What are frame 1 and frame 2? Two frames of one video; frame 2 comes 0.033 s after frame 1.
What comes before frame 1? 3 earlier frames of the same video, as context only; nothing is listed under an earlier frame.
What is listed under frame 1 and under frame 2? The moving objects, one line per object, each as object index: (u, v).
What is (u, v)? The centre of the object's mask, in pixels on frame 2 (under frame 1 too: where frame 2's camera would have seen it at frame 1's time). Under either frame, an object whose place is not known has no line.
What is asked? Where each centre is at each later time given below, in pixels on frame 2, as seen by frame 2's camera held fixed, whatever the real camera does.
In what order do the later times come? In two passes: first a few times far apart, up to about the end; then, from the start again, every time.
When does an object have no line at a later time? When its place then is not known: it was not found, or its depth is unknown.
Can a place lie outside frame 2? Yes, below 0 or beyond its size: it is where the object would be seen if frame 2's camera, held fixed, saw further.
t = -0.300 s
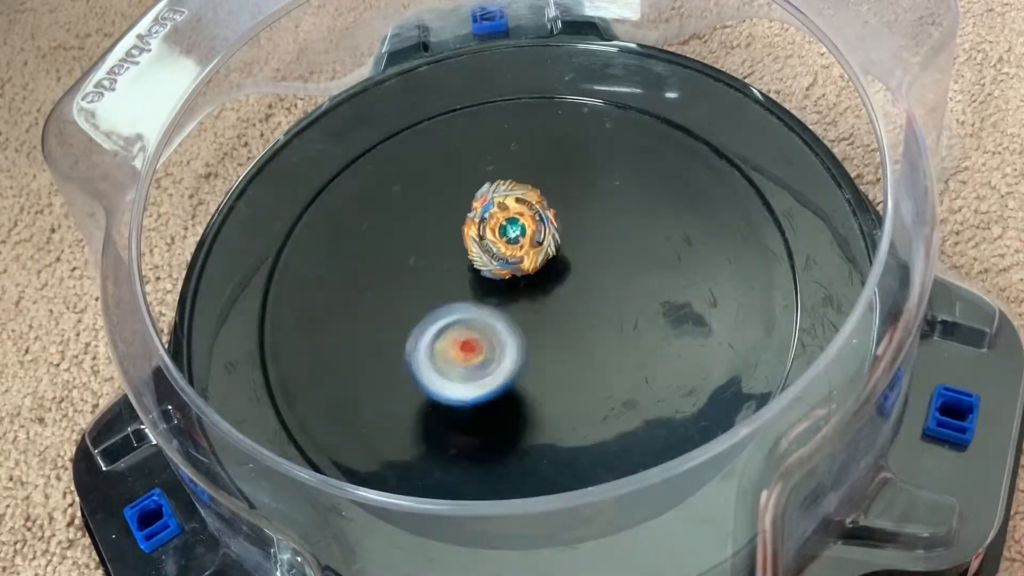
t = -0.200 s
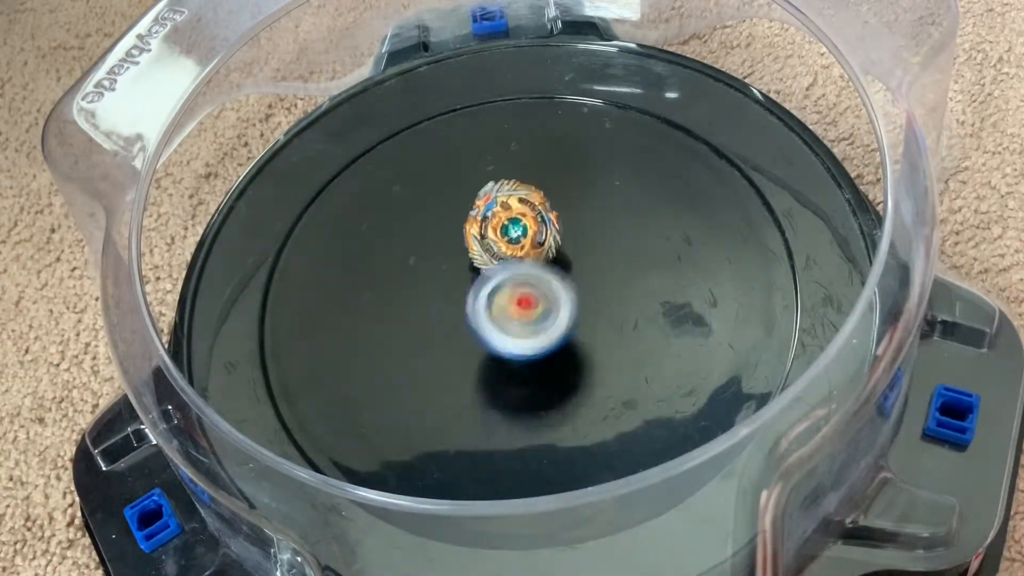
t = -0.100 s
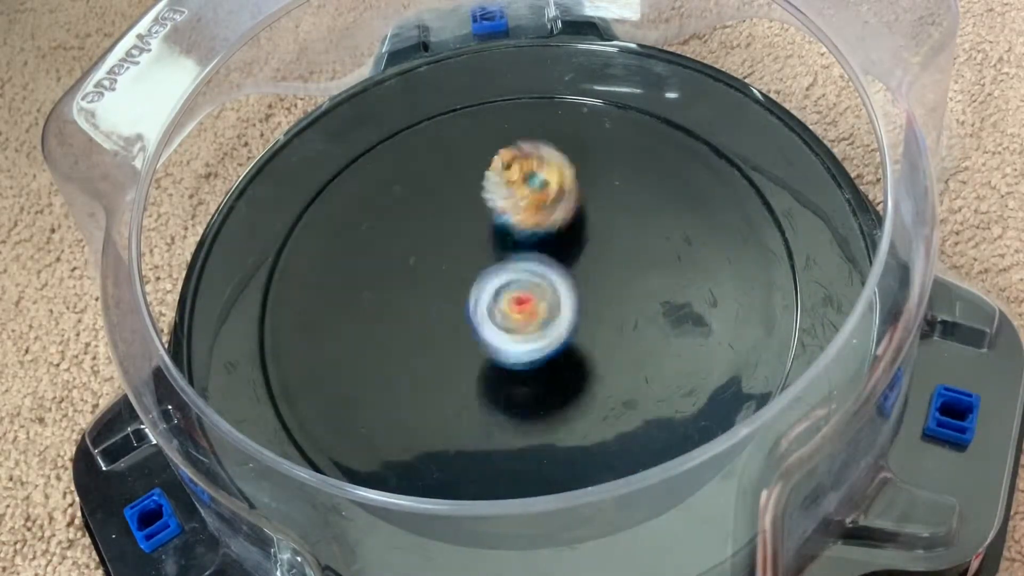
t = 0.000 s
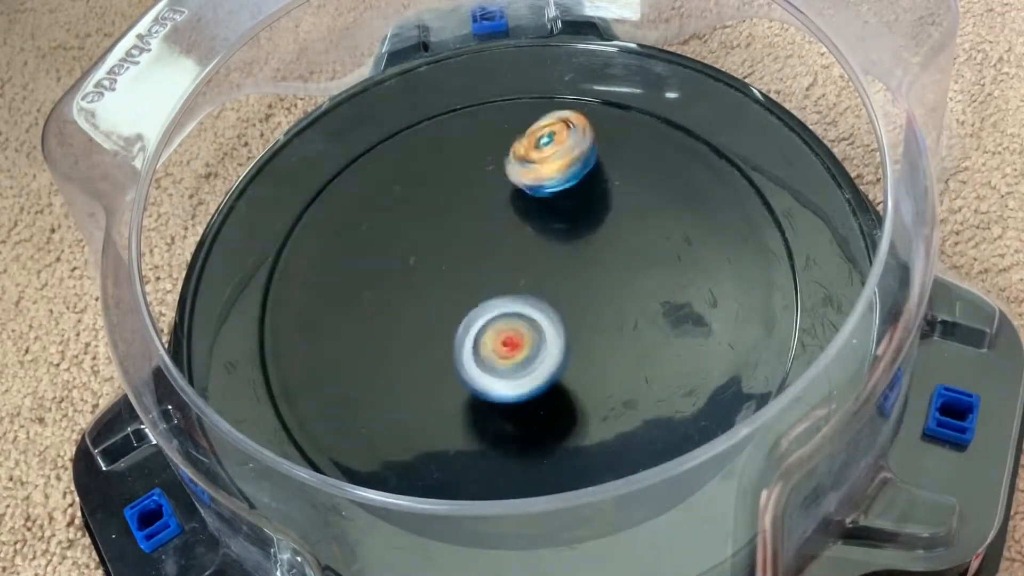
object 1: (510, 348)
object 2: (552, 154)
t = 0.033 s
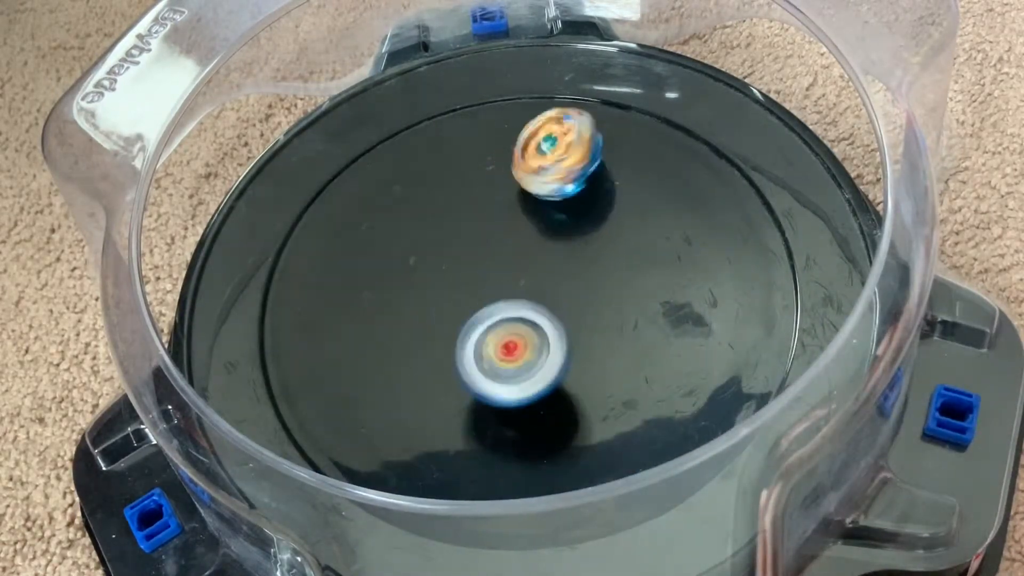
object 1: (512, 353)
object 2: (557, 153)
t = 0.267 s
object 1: (598, 343)
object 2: (547, 214)
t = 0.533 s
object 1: (580, 243)
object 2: (475, 270)
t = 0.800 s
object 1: (596, 230)
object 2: (416, 243)
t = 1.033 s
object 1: (559, 273)
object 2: (441, 245)
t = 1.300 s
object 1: (561, 332)
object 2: (436, 256)
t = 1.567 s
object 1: (538, 314)
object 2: (439, 255)
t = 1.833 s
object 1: (484, 326)
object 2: (436, 247)
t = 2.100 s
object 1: (547, 306)
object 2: (457, 249)
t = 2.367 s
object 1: (548, 256)
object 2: (455, 237)
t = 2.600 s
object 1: (551, 252)
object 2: (457, 242)
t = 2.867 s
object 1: (545, 282)
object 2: (449, 259)
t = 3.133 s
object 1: (548, 292)
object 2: (458, 253)
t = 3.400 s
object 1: (524, 292)
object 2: (451, 254)
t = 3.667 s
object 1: (556, 318)
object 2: (466, 258)
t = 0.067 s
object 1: (517, 355)
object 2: (560, 156)
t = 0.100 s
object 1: (526, 357)
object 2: (560, 164)
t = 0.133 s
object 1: (537, 357)
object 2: (563, 173)
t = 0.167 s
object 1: (552, 357)
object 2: (562, 181)
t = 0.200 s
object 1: (568, 355)
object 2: (558, 191)
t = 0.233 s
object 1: (584, 351)
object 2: (552, 202)
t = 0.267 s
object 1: (598, 343)
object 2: (547, 214)
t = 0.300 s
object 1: (610, 332)
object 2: (542, 228)
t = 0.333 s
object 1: (618, 319)
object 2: (534, 241)
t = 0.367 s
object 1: (622, 304)
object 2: (523, 253)
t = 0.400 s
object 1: (621, 289)
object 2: (511, 263)
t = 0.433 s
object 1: (616, 275)
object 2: (500, 269)
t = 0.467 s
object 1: (607, 263)
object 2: (489, 273)
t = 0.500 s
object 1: (595, 252)
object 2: (480, 272)
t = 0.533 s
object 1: (580, 243)
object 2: (475, 270)
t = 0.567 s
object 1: (578, 241)
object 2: (460, 262)
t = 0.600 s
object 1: (584, 240)
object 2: (444, 256)
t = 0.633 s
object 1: (588, 238)
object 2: (431, 253)
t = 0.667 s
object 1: (593, 236)
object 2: (423, 249)
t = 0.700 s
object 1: (597, 234)
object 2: (419, 245)
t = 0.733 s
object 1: (599, 232)
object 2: (415, 243)
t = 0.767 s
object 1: (599, 231)
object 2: (414, 242)
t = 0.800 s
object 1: (596, 230)
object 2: (416, 243)
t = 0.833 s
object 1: (592, 232)
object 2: (420, 245)
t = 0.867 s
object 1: (586, 235)
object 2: (426, 246)
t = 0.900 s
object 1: (580, 240)
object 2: (431, 245)
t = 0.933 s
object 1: (573, 247)
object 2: (434, 245)
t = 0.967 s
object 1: (568, 255)
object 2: (438, 245)
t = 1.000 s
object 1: (563, 264)
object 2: (440, 245)
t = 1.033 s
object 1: (559, 273)
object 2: (441, 245)
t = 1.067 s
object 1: (556, 283)
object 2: (441, 246)
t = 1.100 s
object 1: (555, 292)
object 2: (441, 248)
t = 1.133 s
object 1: (555, 301)
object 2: (440, 250)
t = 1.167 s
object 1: (555, 310)
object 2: (439, 252)
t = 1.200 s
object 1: (556, 317)
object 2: (438, 255)
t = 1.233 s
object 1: (557, 323)
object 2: (437, 256)
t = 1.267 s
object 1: (559, 329)
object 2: (436, 256)
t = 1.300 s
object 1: (561, 332)
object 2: (436, 256)
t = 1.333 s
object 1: (563, 333)
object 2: (437, 256)
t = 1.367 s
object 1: (563, 333)
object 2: (439, 255)
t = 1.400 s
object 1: (563, 331)
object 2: (440, 253)
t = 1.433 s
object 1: (561, 329)
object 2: (441, 252)
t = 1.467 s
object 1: (557, 326)
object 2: (441, 252)
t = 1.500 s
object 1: (552, 322)
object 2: (441, 252)
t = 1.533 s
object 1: (546, 318)
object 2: (440, 254)
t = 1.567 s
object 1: (538, 314)
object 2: (439, 255)
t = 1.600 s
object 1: (529, 310)
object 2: (439, 255)
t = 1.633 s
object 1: (519, 307)
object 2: (440, 254)
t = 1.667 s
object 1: (508, 305)
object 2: (438, 252)
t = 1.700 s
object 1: (497, 304)
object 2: (436, 250)
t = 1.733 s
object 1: (487, 304)
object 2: (434, 248)
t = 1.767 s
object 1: (481, 311)
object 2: (434, 245)
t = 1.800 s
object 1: (481, 319)
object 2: (434, 244)
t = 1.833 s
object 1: (484, 326)
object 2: (436, 247)
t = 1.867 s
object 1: (489, 333)
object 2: (440, 251)
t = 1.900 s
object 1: (497, 337)
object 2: (445, 255)
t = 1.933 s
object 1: (507, 338)
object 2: (449, 255)
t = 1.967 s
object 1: (518, 337)
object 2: (451, 254)
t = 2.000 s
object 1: (528, 332)
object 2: (453, 253)
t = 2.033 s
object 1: (537, 324)
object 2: (454, 252)
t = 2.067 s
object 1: (543, 316)
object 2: (455, 250)
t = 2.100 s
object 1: (547, 306)
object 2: (457, 249)
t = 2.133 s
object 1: (548, 296)
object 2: (458, 247)
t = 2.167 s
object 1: (549, 287)
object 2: (459, 245)
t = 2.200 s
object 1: (547, 278)
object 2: (459, 243)
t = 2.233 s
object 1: (543, 269)
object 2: (459, 241)
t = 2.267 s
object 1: (540, 261)
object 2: (456, 240)
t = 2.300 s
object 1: (541, 259)
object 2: (456, 238)
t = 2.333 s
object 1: (543, 257)
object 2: (455, 237)
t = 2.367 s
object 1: (548, 256)
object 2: (455, 237)
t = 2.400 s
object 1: (552, 255)
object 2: (457, 238)
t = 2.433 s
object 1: (554, 254)
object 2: (458, 239)
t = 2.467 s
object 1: (556, 252)
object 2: (459, 239)
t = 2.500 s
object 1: (557, 251)
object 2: (459, 240)
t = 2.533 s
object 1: (555, 251)
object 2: (458, 240)
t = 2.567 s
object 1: (553, 251)
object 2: (458, 241)
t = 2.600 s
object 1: (551, 252)
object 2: (457, 242)
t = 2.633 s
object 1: (550, 256)
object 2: (457, 244)
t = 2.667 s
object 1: (548, 259)
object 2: (456, 246)
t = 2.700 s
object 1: (547, 263)
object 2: (456, 249)
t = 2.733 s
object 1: (547, 266)
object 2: (454, 252)
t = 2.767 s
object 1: (546, 270)
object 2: (453, 256)
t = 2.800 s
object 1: (545, 274)
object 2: (451, 258)
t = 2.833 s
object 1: (544, 279)
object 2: (449, 259)
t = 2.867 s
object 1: (545, 282)
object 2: (449, 259)
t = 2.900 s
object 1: (547, 286)
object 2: (449, 259)
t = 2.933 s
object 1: (548, 288)
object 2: (449, 259)
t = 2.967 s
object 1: (548, 290)
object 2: (451, 259)
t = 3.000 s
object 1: (547, 292)
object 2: (452, 258)
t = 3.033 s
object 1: (548, 293)
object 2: (454, 256)
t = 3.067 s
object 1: (550, 293)
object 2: (456, 255)
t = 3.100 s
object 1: (550, 293)
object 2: (457, 253)
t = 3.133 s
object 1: (548, 292)
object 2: (458, 253)
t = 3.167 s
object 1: (546, 292)
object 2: (457, 253)
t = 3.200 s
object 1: (544, 292)
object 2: (457, 253)
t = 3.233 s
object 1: (541, 292)
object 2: (456, 254)
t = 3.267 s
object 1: (537, 292)
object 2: (454, 255)
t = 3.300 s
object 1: (534, 291)
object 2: (453, 256)
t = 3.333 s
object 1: (530, 292)
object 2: (451, 256)
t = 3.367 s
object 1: (527, 292)
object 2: (451, 255)
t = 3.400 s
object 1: (524, 292)
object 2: (451, 254)
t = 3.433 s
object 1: (519, 296)
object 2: (451, 249)
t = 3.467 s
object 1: (521, 302)
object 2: (452, 247)
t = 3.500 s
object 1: (523, 307)
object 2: (454, 248)
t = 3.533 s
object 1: (529, 313)
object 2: (458, 250)
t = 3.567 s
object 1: (535, 316)
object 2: (463, 252)
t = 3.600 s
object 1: (542, 318)
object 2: (466, 255)
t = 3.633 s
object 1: (548, 320)
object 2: (466, 256)
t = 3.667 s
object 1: (556, 318)
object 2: (466, 258)
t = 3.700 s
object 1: (562, 314)
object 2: (466, 258)
